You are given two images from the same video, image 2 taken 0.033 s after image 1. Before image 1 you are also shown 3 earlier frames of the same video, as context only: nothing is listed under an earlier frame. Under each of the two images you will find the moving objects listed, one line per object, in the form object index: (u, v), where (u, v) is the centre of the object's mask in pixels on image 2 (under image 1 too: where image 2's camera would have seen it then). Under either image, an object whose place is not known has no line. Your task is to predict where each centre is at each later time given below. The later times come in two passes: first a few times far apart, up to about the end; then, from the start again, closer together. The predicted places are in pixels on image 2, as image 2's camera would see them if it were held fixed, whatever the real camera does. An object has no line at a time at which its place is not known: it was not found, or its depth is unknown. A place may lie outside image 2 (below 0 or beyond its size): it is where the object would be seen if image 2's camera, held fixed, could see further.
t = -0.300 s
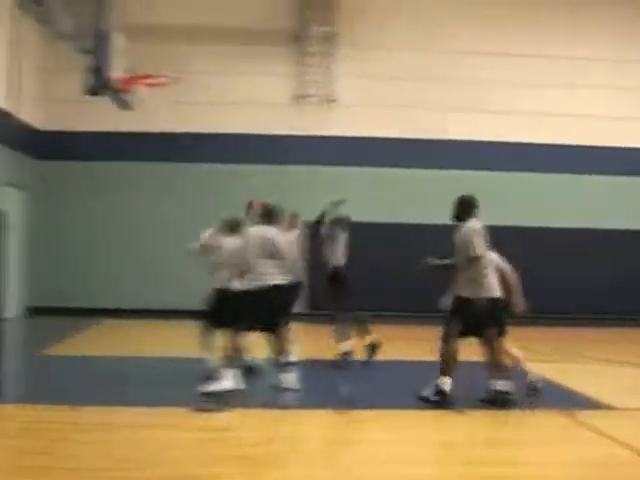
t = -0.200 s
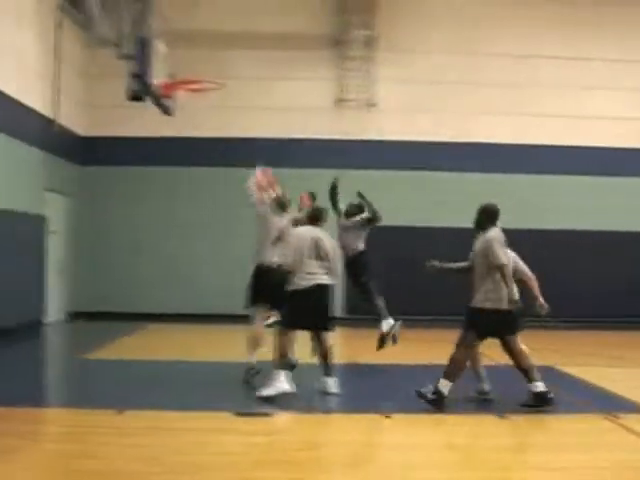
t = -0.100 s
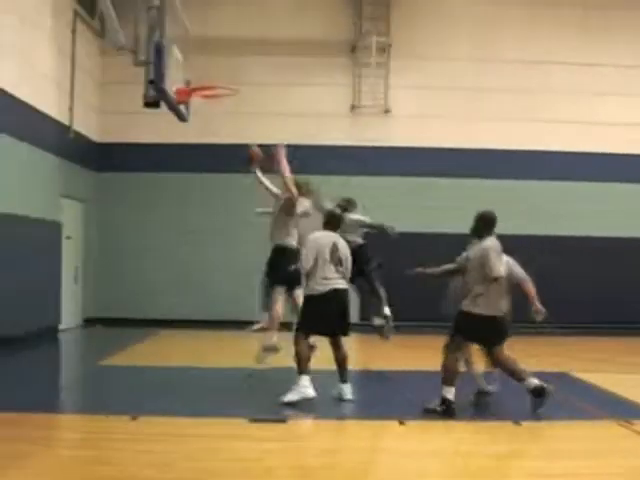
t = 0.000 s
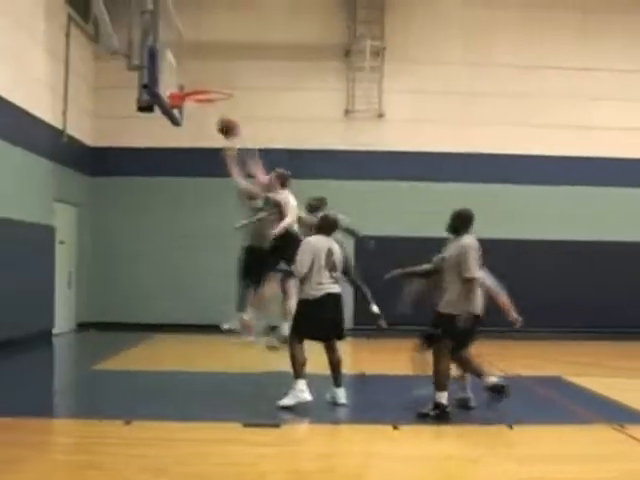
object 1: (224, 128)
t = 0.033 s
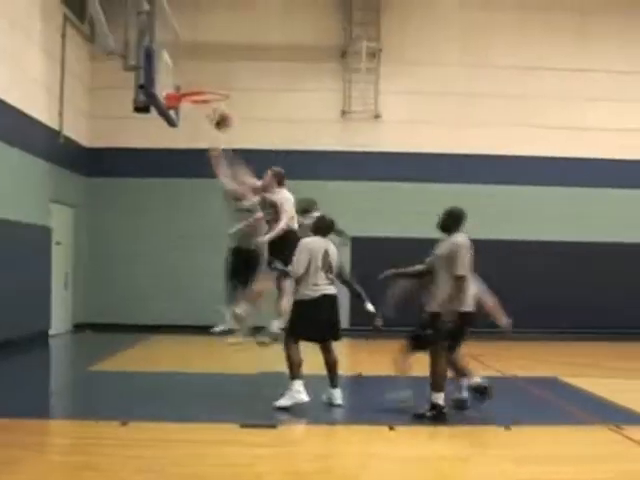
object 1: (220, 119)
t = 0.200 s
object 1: (188, 84)
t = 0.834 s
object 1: (198, 110)
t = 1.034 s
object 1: (197, 139)
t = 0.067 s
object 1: (215, 112)
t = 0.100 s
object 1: (209, 104)
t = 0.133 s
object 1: (201, 92)
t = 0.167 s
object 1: (192, 86)
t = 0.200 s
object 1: (188, 84)
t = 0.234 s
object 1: (184, 81)
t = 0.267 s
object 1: (184, 78)
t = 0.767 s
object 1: (203, 103)
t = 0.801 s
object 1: (200, 105)
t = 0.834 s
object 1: (198, 110)
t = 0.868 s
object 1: (197, 115)
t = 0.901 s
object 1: (196, 121)
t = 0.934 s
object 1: (195, 128)
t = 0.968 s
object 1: (195, 131)
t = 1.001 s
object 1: (196, 135)
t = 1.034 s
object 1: (197, 139)
